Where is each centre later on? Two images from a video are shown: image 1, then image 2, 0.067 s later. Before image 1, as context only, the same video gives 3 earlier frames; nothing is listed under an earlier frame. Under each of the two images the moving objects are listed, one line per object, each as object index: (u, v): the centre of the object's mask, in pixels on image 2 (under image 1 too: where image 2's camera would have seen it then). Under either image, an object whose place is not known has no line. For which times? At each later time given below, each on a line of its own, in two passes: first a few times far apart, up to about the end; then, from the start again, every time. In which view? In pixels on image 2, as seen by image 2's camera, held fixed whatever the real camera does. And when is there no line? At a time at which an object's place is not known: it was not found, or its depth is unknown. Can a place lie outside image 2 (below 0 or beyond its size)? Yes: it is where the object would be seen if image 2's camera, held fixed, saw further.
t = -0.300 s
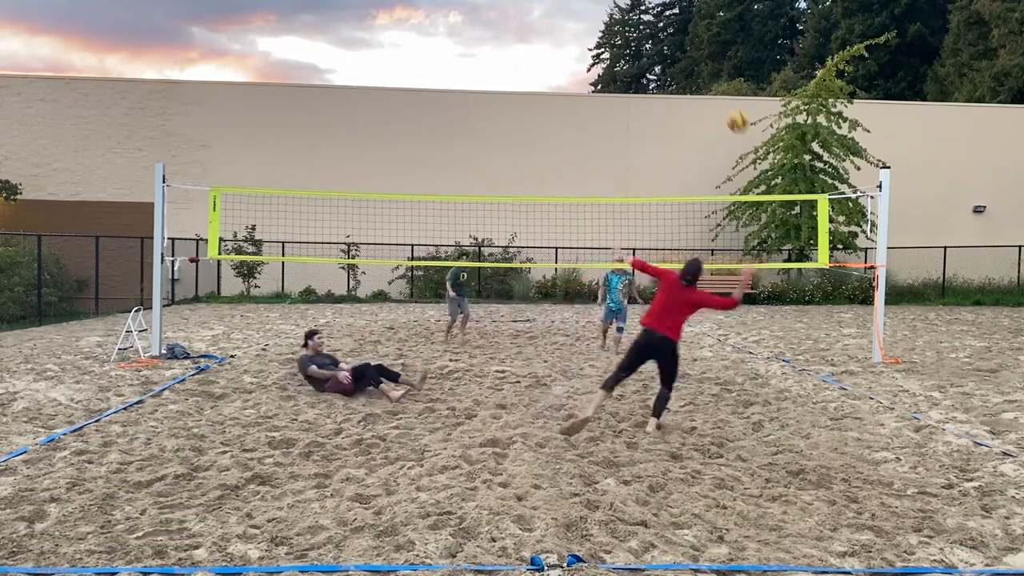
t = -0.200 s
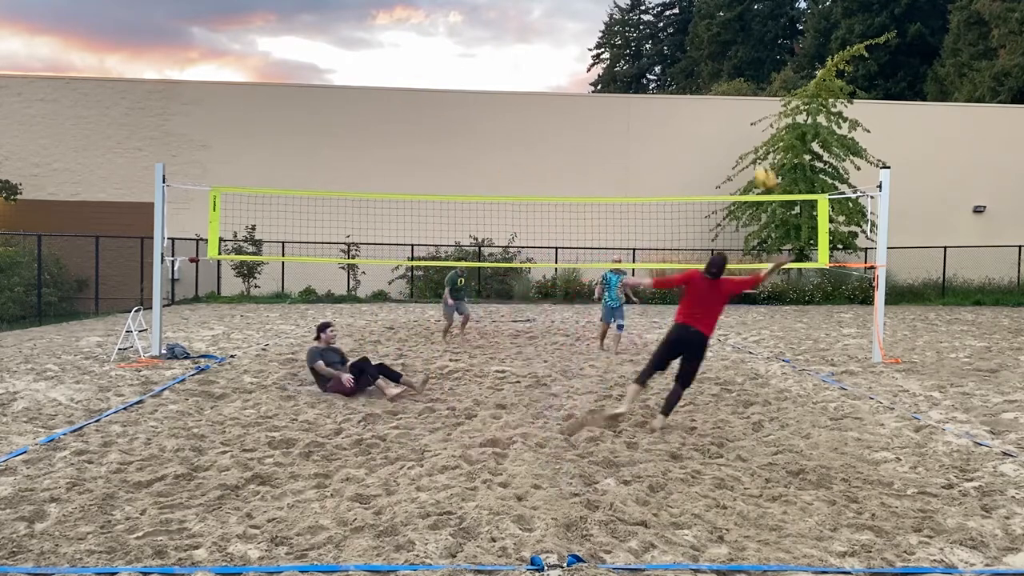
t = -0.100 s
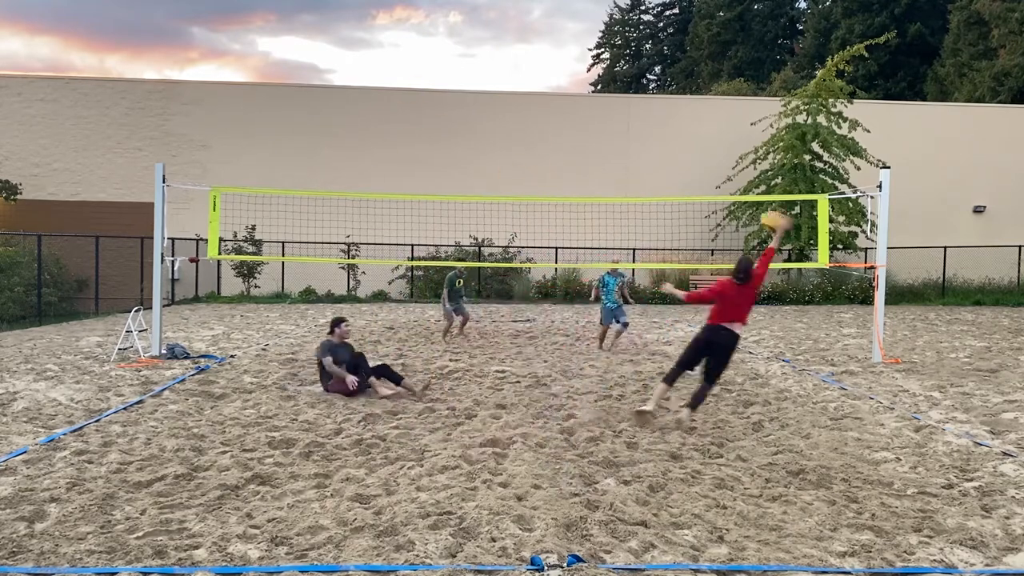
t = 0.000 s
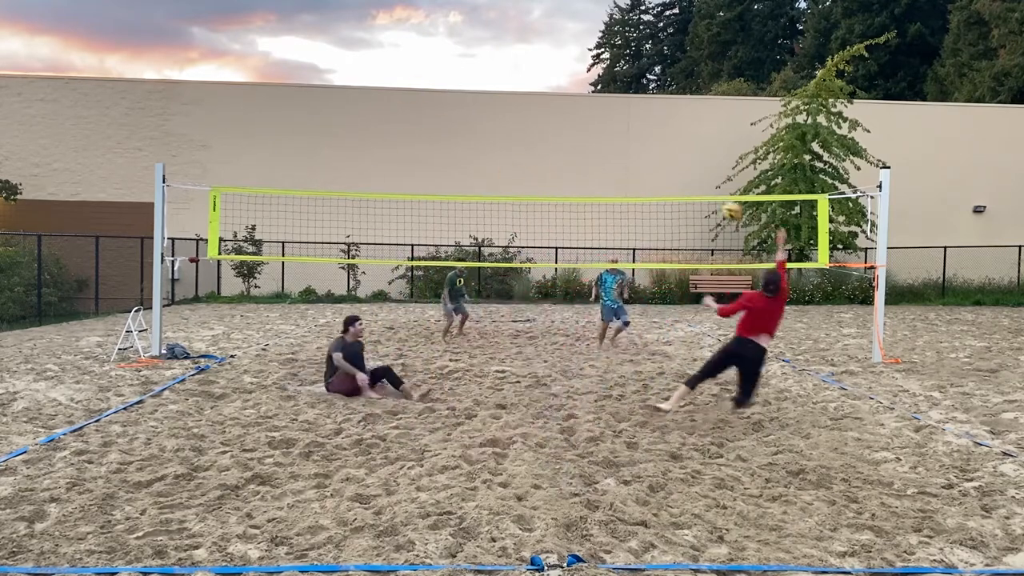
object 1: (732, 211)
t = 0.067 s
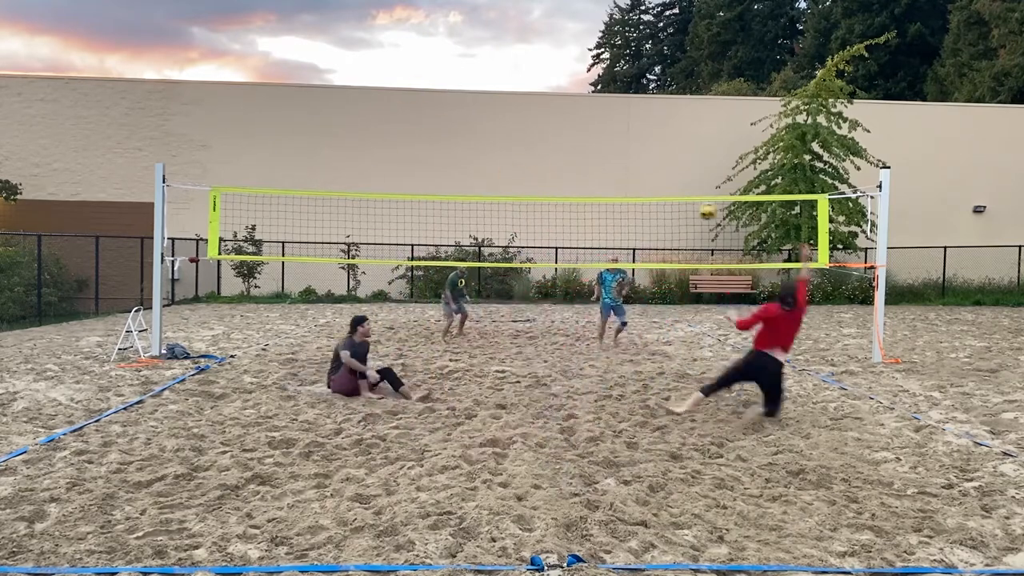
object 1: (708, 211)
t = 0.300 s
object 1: (665, 225)
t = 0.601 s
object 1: (677, 282)
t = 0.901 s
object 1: (687, 376)
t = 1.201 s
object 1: (682, 385)
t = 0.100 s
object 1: (697, 212)
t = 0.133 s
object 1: (686, 215)
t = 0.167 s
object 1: (678, 216)
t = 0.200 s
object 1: (669, 219)
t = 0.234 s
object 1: (665, 219)
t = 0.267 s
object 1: (664, 221)
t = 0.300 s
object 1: (665, 225)
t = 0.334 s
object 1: (666, 228)
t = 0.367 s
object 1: (668, 233)
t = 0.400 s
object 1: (669, 238)
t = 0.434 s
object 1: (671, 243)
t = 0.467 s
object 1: (672, 249)
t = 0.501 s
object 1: (673, 256)
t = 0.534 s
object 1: (674, 262)
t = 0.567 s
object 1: (676, 273)
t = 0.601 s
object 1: (677, 282)
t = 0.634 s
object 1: (679, 294)
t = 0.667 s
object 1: (681, 305)
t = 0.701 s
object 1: (683, 317)
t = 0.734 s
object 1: (685, 332)
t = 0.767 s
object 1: (686, 346)
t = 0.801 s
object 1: (687, 362)
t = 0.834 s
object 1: (688, 375)
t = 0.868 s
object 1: (688, 376)
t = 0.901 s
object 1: (687, 376)
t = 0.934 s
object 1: (687, 377)
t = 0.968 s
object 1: (687, 378)
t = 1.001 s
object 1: (686, 379)
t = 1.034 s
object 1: (686, 381)
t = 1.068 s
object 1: (685, 383)
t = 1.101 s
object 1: (684, 383)
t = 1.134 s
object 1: (684, 383)
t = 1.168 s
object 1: (683, 383)
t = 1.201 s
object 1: (682, 385)
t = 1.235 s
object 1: (680, 387)
